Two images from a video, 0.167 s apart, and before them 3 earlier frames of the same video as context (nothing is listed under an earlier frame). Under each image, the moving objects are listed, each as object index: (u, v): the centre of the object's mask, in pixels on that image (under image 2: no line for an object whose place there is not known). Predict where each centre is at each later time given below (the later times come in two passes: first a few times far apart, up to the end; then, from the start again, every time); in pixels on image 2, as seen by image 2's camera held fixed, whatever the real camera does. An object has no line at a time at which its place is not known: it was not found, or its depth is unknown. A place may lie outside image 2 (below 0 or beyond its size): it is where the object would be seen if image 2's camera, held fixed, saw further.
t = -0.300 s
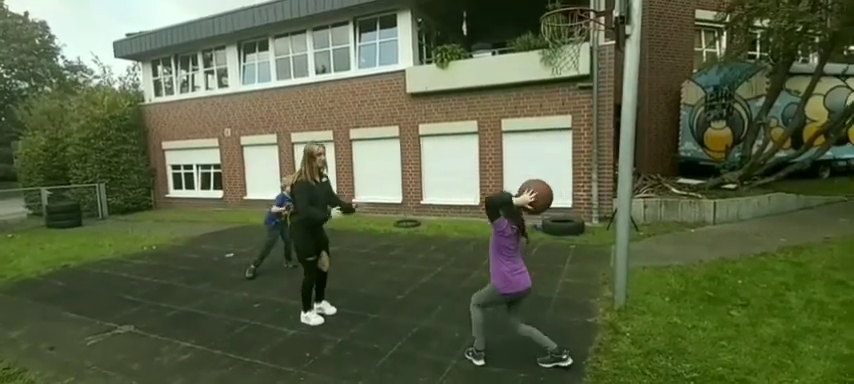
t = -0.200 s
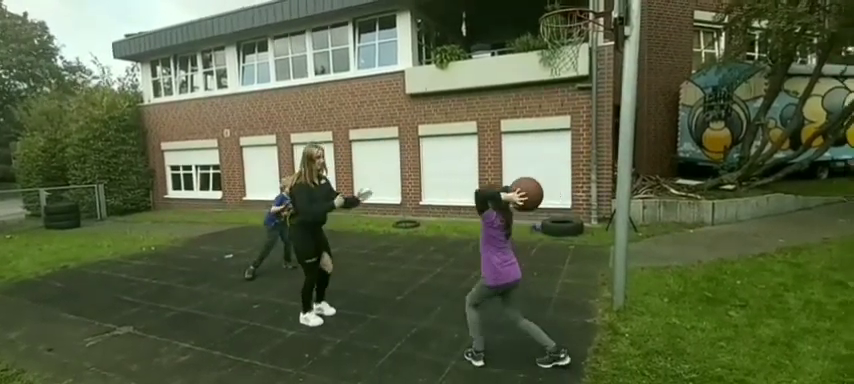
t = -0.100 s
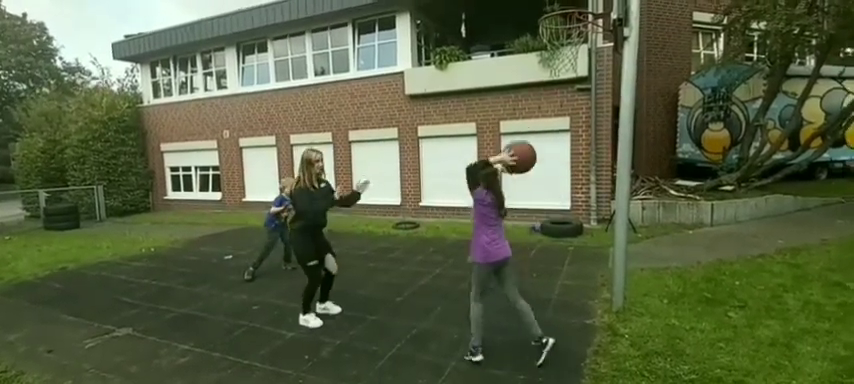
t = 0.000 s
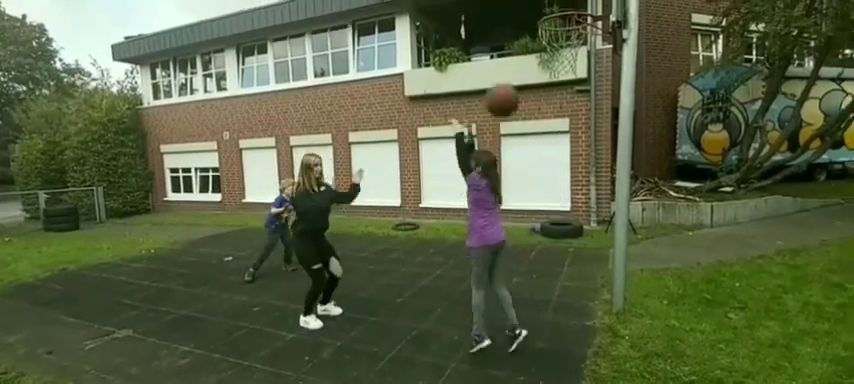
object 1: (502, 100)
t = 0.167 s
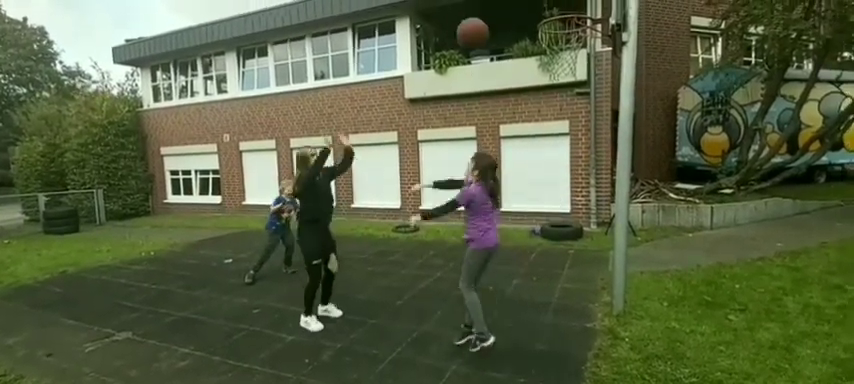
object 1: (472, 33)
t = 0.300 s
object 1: (452, 11)
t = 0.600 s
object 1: (413, 37)
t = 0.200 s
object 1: (467, 27)
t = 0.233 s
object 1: (462, 19)
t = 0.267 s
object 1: (457, 14)
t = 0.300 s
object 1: (452, 11)
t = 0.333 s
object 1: (447, 10)
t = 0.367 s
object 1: (443, 10)
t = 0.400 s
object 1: (438, 8)
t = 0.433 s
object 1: (434, 10)
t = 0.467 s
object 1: (429, 10)
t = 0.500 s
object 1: (425, 15)
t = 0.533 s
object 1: (421, 22)
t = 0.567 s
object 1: (417, 29)
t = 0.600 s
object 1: (413, 37)
